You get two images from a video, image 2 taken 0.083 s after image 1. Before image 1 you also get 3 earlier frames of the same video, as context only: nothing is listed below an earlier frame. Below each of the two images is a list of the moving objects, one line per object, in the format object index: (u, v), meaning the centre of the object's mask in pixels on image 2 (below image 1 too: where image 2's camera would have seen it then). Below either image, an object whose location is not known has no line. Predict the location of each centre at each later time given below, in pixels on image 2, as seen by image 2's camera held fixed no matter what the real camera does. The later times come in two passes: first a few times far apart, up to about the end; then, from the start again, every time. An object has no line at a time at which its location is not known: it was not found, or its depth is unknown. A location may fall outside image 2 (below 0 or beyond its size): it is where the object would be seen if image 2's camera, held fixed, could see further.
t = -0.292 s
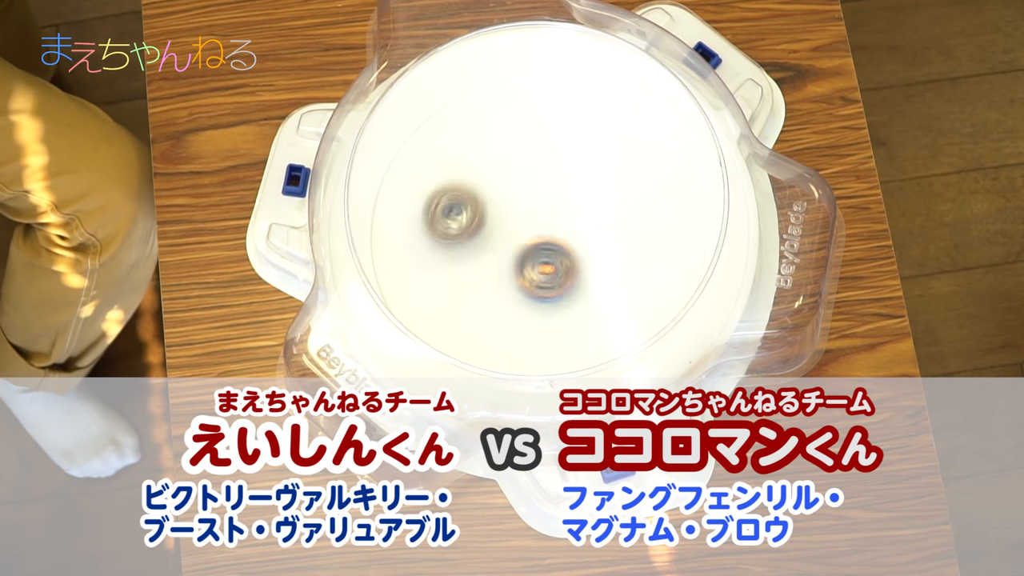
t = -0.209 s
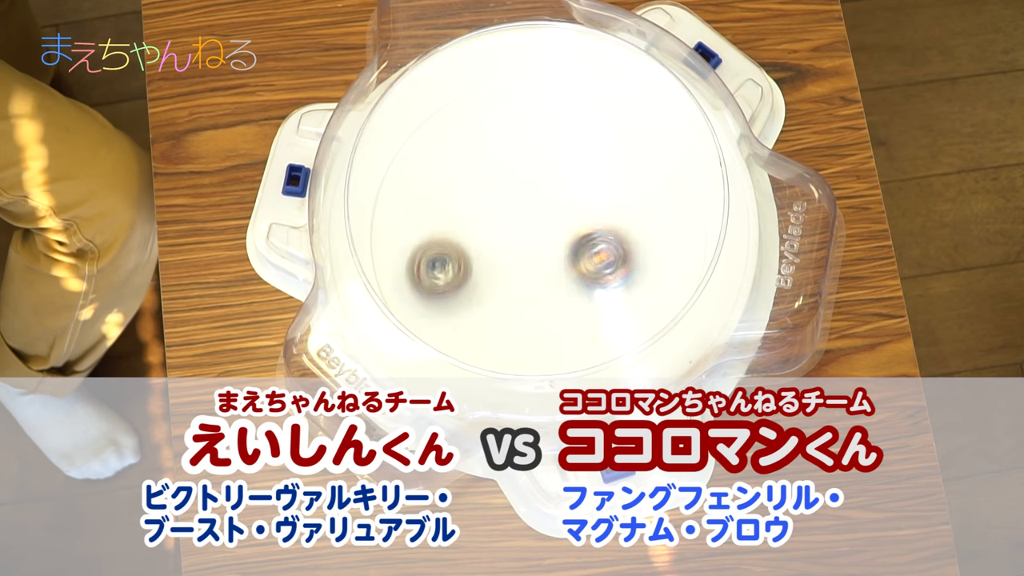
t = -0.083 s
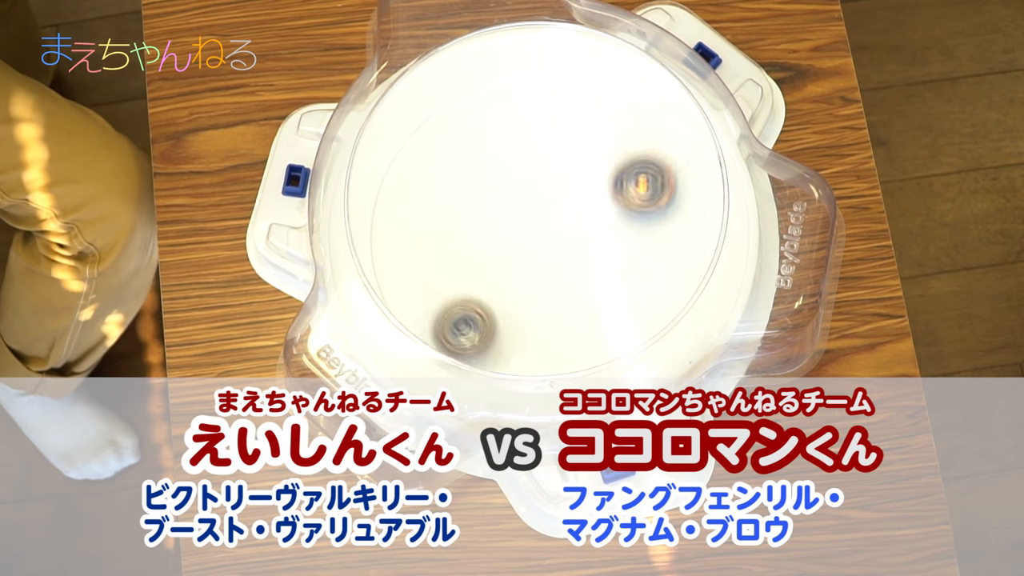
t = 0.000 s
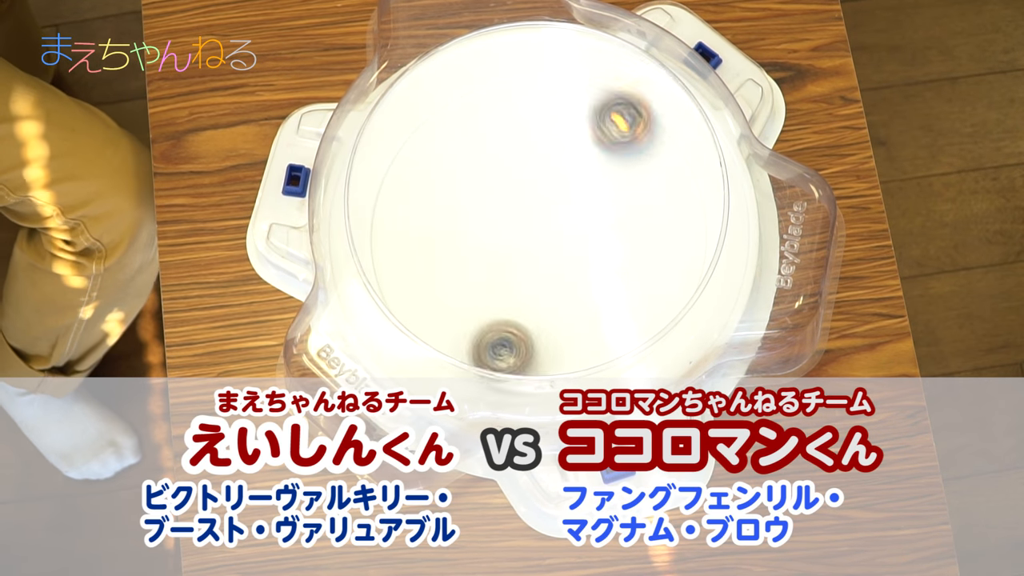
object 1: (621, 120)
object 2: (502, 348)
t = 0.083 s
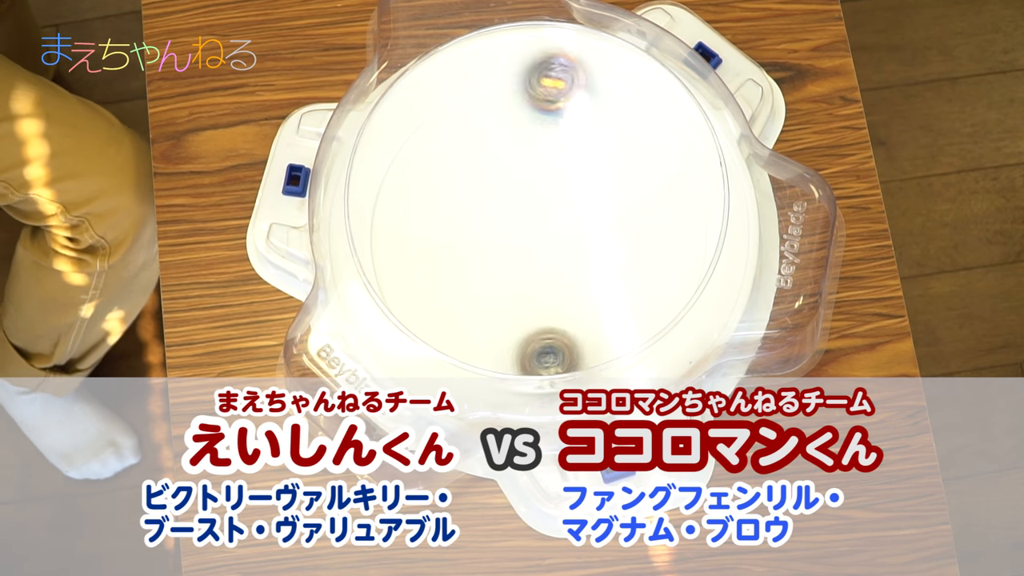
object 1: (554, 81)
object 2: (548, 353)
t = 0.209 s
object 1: (428, 122)
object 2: (622, 330)
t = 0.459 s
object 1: (511, 362)
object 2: (603, 190)
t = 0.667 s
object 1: (659, 128)
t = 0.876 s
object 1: (380, 224)
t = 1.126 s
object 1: (573, 275)
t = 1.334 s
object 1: (632, 105)
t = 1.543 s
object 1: (472, 45)
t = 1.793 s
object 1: (421, 233)
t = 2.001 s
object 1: (617, 312)
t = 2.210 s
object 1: (706, 154)
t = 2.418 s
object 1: (546, 103)
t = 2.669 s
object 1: (412, 291)
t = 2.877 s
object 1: (568, 366)
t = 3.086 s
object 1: (671, 262)
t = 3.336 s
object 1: (508, 125)
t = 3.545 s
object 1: (380, 217)
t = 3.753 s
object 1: (482, 342)
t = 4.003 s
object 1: (636, 220)
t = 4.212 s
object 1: (565, 77)
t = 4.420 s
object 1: (421, 141)
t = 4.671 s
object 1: (496, 313)
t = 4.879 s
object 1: (660, 287)
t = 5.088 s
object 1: (668, 146)
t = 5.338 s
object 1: (490, 142)
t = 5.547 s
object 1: (424, 280)
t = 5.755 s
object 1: (536, 359)
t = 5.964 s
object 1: (653, 282)
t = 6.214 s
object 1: (584, 134)
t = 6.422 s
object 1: (447, 144)
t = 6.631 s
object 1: (413, 268)
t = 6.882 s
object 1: (538, 336)
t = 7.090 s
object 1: (582, 256)
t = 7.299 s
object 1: (498, 182)
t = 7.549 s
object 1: (422, 249)
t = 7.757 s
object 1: (530, 279)
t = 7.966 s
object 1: (645, 326)
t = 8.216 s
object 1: (656, 242)
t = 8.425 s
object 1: (562, 214)
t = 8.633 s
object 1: (505, 192)
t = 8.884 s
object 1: (511, 251)
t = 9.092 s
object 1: (509, 234)
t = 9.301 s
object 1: (515, 221)
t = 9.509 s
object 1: (467, 239)
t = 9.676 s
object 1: (457, 288)
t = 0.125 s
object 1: (511, 81)
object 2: (573, 350)
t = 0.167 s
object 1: (468, 95)
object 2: (598, 342)
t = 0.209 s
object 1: (428, 122)
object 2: (622, 330)
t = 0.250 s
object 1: (398, 159)
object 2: (641, 311)
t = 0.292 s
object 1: (380, 209)
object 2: (650, 287)
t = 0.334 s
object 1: (382, 260)
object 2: (650, 263)
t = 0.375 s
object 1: (408, 307)
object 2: (643, 237)
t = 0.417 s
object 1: (451, 347)
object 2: (627, 212)
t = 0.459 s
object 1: (511, 362)
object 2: (603, 190)
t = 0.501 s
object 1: (574, 361)
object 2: (575, 173)
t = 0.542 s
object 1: (646, 339)
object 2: (545, 163)
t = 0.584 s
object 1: (688, 279)
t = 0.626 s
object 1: (695, 200)
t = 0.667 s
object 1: (659, 128)
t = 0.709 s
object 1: (597, 86)
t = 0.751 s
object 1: (514, 80)
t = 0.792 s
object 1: (443, 104)
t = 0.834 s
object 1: (393, 159)
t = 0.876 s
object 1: (380, 224)
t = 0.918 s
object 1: (392, 259)
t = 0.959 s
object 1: (416, 285)
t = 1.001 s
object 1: (453, 300)
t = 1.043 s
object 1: (494, 303)
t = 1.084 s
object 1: (537, 294)
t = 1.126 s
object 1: (573, 275)
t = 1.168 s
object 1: (605, 248)
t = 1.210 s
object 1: (628, 214)
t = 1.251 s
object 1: (639, 177)
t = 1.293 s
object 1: (641, 142)
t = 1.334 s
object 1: (632, 105)
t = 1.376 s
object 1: (606, 79)
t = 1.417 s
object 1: (576, 56)
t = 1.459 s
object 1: (544, 36)
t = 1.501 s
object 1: (510, 32)
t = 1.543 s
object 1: (472, 45)
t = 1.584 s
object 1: (440, 59)
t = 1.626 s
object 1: (420, 86)
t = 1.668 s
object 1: (404, 112)
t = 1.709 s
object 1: (400, 149)
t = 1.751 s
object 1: (404, 192)
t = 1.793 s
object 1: (421, 233)
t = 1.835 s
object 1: (449, 269)
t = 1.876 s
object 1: (486, 296)
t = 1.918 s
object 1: (528, 311)
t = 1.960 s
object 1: (572, 317)
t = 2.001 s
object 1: (617, 312)
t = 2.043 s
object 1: (655, 293)
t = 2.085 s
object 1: (687, 267)
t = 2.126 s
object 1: (700, 229)
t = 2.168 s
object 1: (704, 191)
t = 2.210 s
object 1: (706, 154)
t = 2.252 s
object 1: (699, 123)
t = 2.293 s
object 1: (669, 105)
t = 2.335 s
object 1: (632, 96)
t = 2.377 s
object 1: (592, 94)
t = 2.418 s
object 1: (546, 103)
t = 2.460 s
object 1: (511, 121)
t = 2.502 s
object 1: (476, 147)
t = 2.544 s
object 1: (447, 178)
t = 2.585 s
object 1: (425, 215)
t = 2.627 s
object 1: (413, 252)
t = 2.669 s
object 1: (412, 291)
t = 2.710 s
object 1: (427, 321)
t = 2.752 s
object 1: (453, 350)
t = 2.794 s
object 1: (498, 359)
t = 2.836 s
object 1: (534, 365)
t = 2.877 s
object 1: (568, 366)
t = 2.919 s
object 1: (605, 364)
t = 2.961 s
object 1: (636, 358)
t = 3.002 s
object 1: (657, 331)
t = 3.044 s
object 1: (669, 300)
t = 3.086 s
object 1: (671, 262)
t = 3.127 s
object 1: (661, 224)
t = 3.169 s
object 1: (643, 194)
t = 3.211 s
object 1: (617, 165)
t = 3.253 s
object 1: (583, 143)
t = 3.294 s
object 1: (544, 131)
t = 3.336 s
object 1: (508, 125)
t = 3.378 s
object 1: (472, 127)
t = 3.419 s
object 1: (436, 134)
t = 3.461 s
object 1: (403, 150)
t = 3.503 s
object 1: (386, 179)
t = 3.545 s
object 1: (380, 217)
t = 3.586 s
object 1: (384, 254)
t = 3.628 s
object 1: (395, 285)
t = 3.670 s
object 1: (418, 310)
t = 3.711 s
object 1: (447, 330)
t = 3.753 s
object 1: (482, 342)
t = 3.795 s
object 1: (518, 343)
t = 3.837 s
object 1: (555, 332)
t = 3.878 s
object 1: (585, 312)
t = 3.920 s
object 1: (611, 285)
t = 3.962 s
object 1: (629, 253)
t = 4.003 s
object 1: (636, 220)
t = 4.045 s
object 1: (636, 185)
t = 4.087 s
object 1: (629, 151)
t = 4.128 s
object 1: (613, 120)
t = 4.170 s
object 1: (591, 97)
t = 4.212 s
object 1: (565, 77)
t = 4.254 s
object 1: (529, 75)
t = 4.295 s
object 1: (495, 82)
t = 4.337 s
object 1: (463, 95)
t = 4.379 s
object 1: (438, 115)
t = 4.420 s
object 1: (421, 141)
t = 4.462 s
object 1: (412, 173)
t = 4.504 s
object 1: (412, 207)
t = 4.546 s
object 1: (421, 240)
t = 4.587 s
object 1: (439, 270)
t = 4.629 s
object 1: (464, 294)
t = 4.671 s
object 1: (496, 313)
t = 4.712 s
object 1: (530, 322)
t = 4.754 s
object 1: (566, 325)
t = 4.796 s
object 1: (600, 321)
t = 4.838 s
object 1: (634, 307)
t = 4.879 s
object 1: (660, 287)
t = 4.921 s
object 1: (679, 263)
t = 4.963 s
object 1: (693, 235)
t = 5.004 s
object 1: (695, 204)
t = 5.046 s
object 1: (686, 172)
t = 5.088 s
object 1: (668, 146)
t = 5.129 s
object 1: (644, 126)
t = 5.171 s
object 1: (615, 115)
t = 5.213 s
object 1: (582, 109)
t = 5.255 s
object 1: (547, 115)
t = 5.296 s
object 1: (519, 124)
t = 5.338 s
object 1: (490, 142)
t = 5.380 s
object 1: (465, 163)
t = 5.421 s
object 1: (444, 189)
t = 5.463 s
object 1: (430, 219)
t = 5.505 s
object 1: (423, 249)
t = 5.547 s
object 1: (424, 280)
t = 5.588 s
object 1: (434, 309)
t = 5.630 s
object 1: (454, 331)
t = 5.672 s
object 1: (478, 347)
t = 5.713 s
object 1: (507, 356)
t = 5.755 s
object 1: (536, 359)
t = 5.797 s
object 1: (566, 356)
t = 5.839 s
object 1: (596, 350)
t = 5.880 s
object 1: (622, 334)
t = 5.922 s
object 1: (643, 309)
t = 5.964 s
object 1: (653, 282)
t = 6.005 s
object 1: (654, 252)
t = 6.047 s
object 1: (650, 221)
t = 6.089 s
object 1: (641, 196)
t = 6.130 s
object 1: (629, 172)
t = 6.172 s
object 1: (609, 150)
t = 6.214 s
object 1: (584, 134)
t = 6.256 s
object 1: (555, 123)
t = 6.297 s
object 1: (529, 121)
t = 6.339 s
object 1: (500, 123)
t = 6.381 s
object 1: (472, 130)
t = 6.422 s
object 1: (447, 144)
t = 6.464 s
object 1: (428, 162)
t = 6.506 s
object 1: (413, 186)
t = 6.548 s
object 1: (404, 211)
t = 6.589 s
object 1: (404, 240)
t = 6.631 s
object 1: (413, 268)
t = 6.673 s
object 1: (426, 291)
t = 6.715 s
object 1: (439, 312)
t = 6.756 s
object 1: (460, 327)
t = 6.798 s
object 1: (487, 337)
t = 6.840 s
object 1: (515, 340)
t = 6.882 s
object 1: (538, 336)
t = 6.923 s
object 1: (554, 332)
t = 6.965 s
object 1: (569, 320)
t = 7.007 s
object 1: (580, 301)
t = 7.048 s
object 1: (585, 277)
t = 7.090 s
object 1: (582, 256)
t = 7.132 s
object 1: (571, 234)
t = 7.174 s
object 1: (558, 215)
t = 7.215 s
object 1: (540, 199)
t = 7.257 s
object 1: (521, 189)
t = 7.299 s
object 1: (498, 182)
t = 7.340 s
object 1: (475, 180)
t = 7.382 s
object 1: (454, 184)
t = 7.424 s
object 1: (436, 194)
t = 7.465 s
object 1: (423, 208)
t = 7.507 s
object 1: (418, 229)
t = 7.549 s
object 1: (422, 249)
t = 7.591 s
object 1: (435, 264)
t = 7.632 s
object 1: (455, 276)
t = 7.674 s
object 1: (481, 282)
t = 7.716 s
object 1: (506, 282)
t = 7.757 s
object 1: (530, 279)
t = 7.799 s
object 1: (553, 300)
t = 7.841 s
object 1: (576, 315)
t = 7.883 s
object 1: (600, 323)
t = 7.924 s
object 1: (623, 325)
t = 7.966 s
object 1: (645, 326)
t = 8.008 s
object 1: (661, 316)
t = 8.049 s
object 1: (667, 297)
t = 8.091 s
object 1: (671, 282)
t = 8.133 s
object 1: (673, 267)
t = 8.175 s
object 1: (667, 256)
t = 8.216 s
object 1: (656, 242)
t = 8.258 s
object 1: (639, 231)
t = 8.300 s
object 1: (617, 224)
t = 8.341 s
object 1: (595, 221)
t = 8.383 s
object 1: (569, 221)
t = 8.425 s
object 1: (562, 214)
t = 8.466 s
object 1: (556, 201)
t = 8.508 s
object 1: (545, 192)
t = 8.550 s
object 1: (532, 186)
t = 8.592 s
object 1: (518, 186)
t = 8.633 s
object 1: (505, 192)
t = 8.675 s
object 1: (497, 201)
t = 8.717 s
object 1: (492, 212)
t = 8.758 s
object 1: (492, 225)
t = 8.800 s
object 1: (497, 239)
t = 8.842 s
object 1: (507, 249)
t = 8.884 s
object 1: (511, 251)
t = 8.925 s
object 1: (511, 247)
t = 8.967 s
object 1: (511, 244)
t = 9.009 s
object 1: (509, 241)
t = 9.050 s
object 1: (509, 238)
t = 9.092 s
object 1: (509, 234)
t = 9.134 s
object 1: (511, 231)
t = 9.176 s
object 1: (511, 228)
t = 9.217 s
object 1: (513, 224)
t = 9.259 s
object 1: (514, 222)
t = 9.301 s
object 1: (515, 221)
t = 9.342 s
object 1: (518, 220)
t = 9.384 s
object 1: (512, 218)
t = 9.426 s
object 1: (495, 223)
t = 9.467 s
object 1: (481, 230)
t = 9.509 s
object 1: (467, 239)
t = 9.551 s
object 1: (455, 250)
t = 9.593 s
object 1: (449, 262)
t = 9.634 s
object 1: (449, 276)
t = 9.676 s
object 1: (457, 288)
